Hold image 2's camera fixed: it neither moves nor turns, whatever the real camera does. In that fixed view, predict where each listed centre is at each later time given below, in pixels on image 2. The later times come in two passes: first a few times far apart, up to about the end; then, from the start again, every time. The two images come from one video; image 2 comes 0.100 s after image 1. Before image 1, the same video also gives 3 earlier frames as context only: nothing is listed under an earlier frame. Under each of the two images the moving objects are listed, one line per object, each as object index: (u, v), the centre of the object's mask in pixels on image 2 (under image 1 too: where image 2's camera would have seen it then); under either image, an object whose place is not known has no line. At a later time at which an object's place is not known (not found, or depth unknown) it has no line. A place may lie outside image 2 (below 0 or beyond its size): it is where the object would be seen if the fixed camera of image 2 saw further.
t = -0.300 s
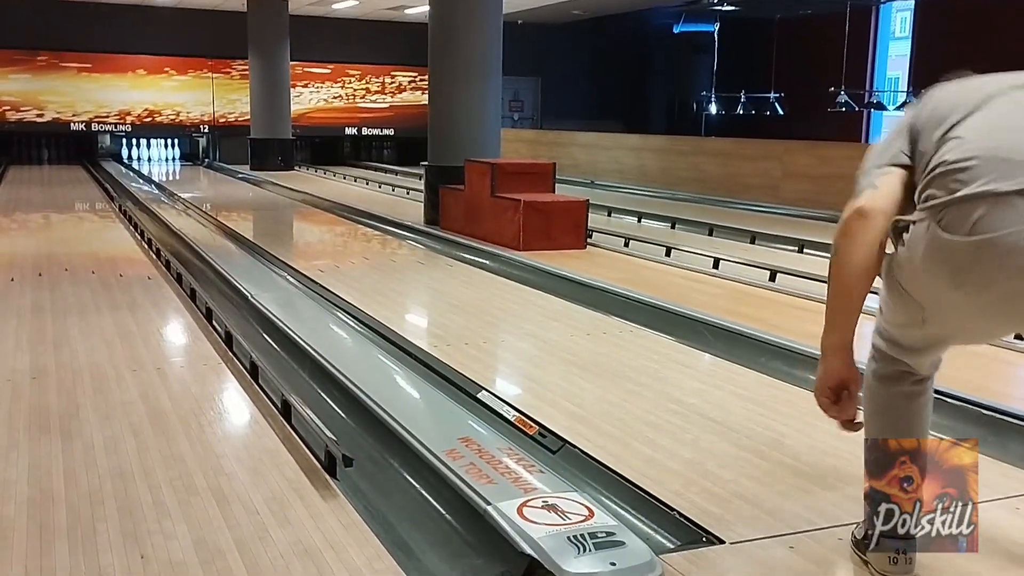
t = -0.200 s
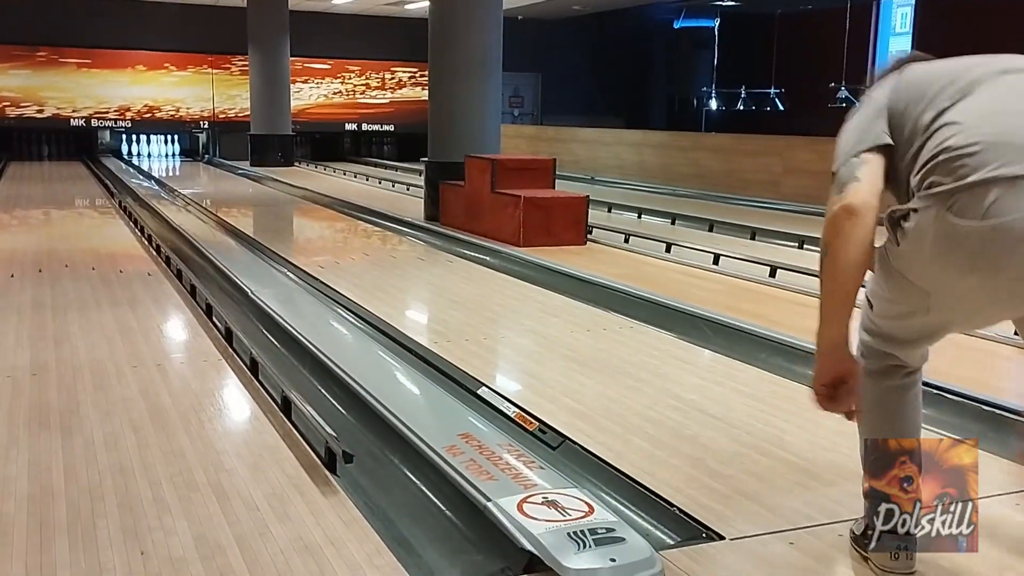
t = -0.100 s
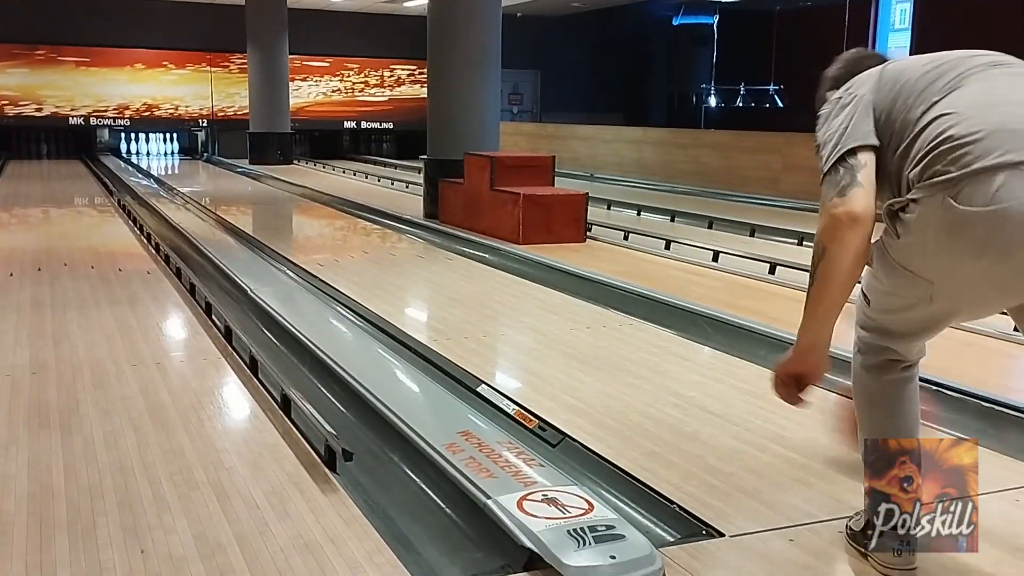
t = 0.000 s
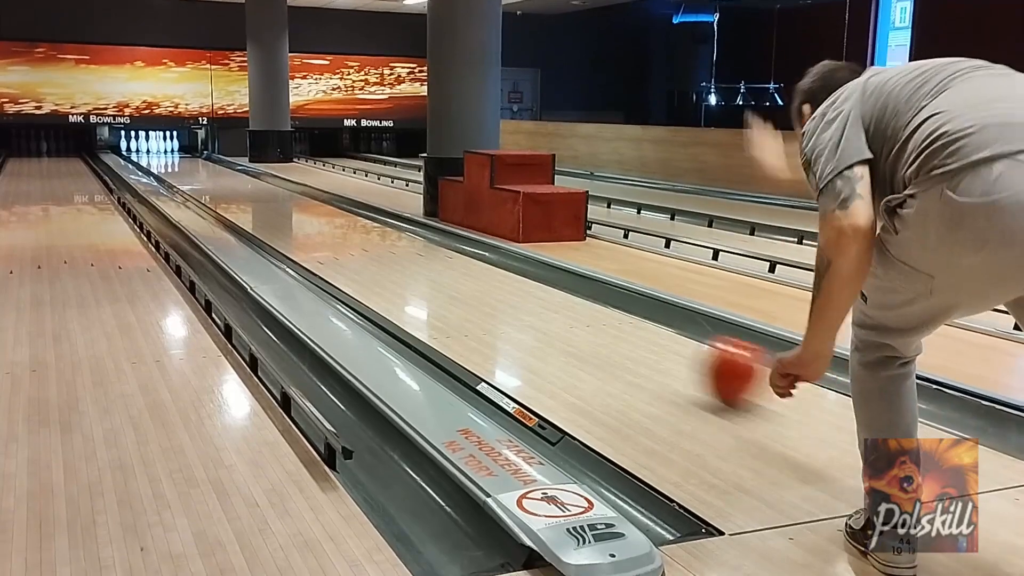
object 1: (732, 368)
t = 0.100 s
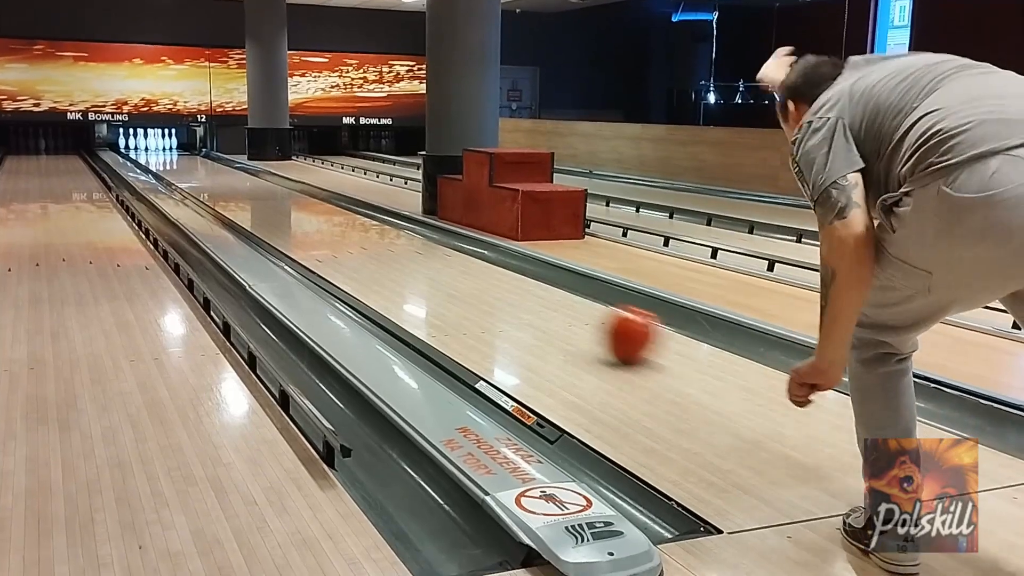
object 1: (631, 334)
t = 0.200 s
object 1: (555, 306)
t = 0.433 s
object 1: (433, 260)
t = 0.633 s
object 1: (365, 235)
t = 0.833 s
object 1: (314, 216)
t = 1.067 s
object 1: (270, 201)
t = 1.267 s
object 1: (241, 190)
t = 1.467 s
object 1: (218, 181)
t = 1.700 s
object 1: (196, 172)
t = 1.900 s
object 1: (180, 167)
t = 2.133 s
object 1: (164, 161)
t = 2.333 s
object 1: (153, 156)
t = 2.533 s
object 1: (143, 153)
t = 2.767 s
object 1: (133, 149)
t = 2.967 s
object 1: (126, 147)
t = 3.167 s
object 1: (121, 144)
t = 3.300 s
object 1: (114, 144)
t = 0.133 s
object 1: (603, 324)
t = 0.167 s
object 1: (579, 315)
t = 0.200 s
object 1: (555, 306)
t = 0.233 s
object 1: (534, 298)
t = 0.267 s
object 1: (514, 291)
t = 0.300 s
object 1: (495, 284)
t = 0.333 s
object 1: (477, 277)
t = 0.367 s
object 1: (462, 271)
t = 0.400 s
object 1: (447, 266)
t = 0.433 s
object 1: (433, 260)
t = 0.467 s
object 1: (420, 255)
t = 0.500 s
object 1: (407, 251)
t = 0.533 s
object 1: (395, 247)
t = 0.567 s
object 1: (384, 243)
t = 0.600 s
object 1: (374, 239)
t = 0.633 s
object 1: (365, 235)
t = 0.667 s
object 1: (355, 231)
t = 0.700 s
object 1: (346, 229)
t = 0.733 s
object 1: (337, 225)
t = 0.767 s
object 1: (329, 222)
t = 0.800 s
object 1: (321, 220)
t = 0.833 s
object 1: (314, 216)
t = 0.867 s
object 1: (306, 213)
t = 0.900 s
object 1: (300, 211)
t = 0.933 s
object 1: (293, 209)
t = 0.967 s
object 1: (287, 207)
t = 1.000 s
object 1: (281, 205)
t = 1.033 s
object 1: (276, 203)
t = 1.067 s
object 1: (270, 201)
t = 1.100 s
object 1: (265, 198)
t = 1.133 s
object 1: (260, 196)
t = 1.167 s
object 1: (255, 195)
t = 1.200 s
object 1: (250, 193)
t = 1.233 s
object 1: (245, 191)
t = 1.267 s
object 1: (241, 190)
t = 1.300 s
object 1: (237, 188)
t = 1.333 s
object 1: (233, 187)
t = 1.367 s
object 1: (229, 185)
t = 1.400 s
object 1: (226, 184)
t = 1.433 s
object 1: (221, 183)
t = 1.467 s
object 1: (218, 181)
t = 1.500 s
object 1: (214, 180)
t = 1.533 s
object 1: (211, 179)
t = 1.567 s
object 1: (208, 177)
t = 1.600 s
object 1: (205, 176)
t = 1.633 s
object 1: (201, 175)
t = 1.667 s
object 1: (198, 174)
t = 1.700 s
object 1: (196, 172)
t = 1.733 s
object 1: (193, 171)
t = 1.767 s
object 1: (190, 171)
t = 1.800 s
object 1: (187, 169)
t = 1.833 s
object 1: (185, 168)
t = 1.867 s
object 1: (182, 167)
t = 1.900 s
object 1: (180, 167)
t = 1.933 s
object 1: (177, 166)
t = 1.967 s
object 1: (175, 165)
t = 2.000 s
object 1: (173, 164)
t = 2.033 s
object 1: (171, 164)
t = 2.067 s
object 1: (169, 163)
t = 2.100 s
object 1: (167, 162)
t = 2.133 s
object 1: (164, 161)
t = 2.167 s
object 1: (163, 161)
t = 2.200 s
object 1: (161, 160)
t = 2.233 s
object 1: (159, 159)
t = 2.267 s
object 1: (157, 159)
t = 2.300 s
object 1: (155, 157)
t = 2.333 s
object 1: (153, 156)
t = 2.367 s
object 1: (151, 156)
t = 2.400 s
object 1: (150, 155)
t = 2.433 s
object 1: (148, 155)
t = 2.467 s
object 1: (147, 154)
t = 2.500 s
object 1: (145, 154)
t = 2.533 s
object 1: (143, 153)
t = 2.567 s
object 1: (142, 153)
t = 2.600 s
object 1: (141, 152)
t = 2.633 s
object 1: (139, 152)
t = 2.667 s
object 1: (138, 151)
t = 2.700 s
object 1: (137, 151)
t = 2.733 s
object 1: (135, 150)
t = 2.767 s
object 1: (133, 149)
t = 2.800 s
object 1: (132, 149)
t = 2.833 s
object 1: (132, 148)
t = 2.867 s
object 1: (131, 148)
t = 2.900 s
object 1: (129, 148)
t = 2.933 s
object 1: (128, 147)
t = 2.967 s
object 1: (126, 147)
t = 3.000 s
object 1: (125, 147)
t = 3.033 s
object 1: (124, 147)
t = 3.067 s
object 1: (123, 147)
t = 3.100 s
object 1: (123, 146)
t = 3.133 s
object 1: (122, 145)
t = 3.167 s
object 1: (121, 144)
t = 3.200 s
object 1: (120, 144)
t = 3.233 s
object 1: (119, 144)
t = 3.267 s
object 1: (117, 144)
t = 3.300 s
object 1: (114, 144)
